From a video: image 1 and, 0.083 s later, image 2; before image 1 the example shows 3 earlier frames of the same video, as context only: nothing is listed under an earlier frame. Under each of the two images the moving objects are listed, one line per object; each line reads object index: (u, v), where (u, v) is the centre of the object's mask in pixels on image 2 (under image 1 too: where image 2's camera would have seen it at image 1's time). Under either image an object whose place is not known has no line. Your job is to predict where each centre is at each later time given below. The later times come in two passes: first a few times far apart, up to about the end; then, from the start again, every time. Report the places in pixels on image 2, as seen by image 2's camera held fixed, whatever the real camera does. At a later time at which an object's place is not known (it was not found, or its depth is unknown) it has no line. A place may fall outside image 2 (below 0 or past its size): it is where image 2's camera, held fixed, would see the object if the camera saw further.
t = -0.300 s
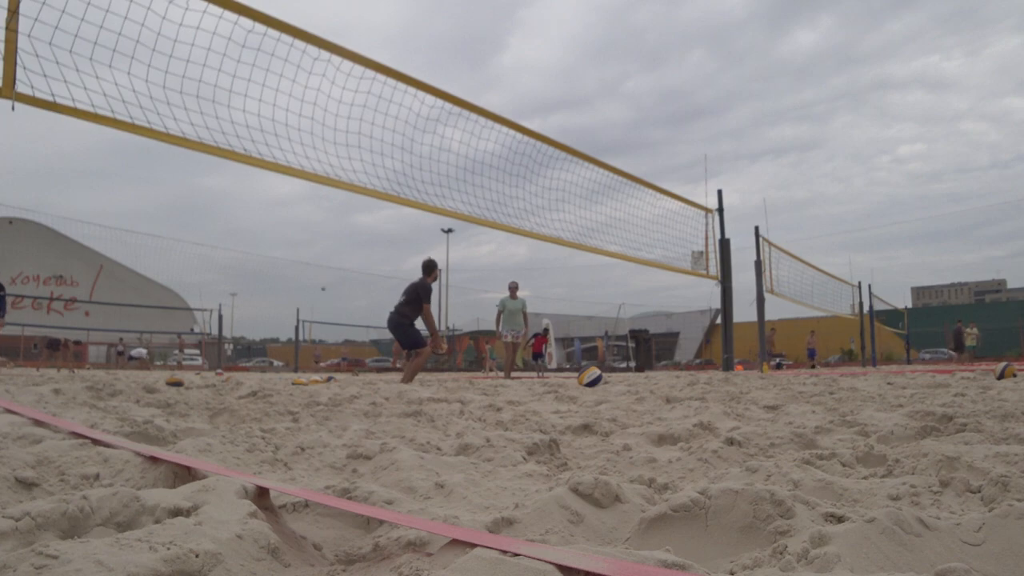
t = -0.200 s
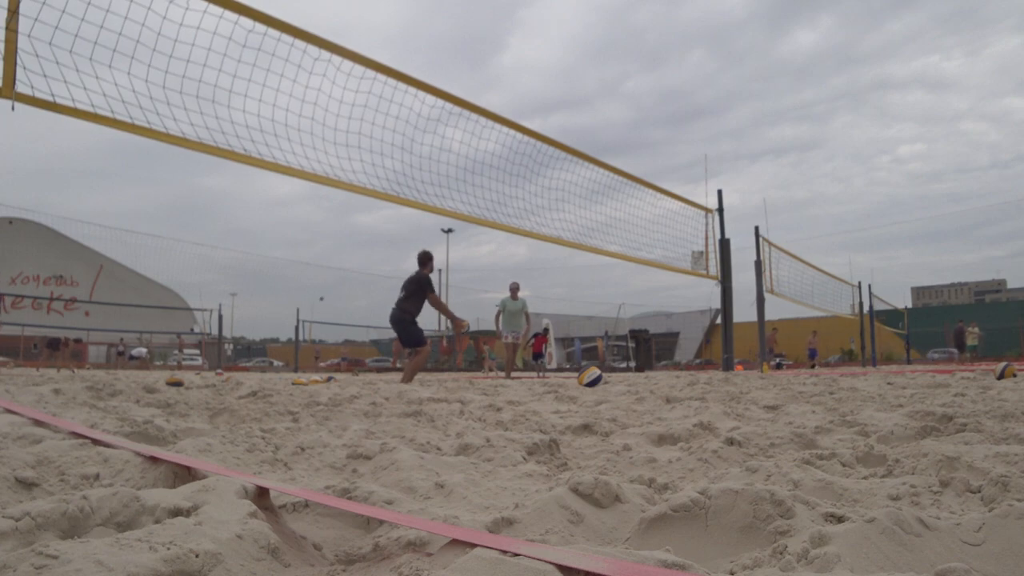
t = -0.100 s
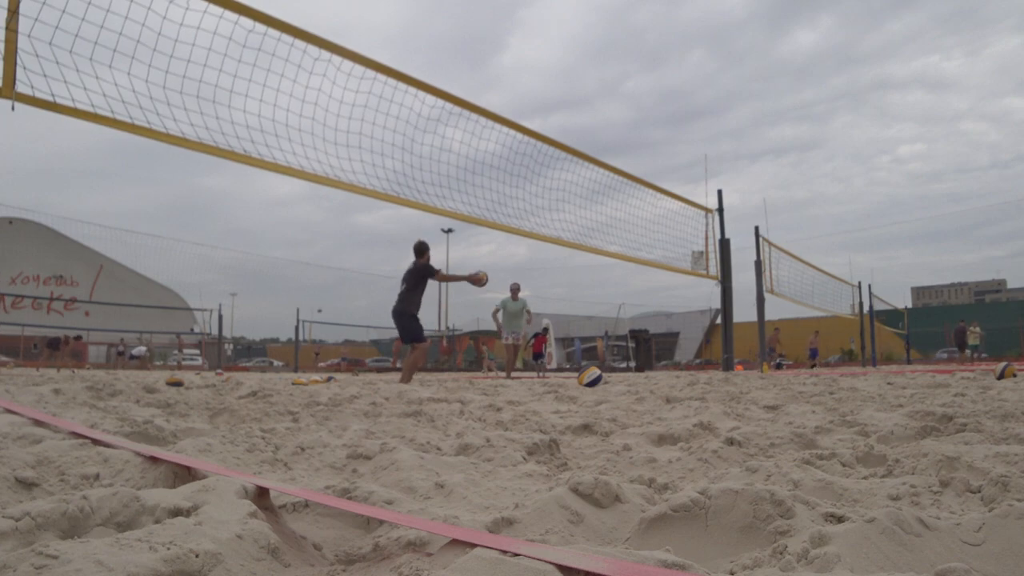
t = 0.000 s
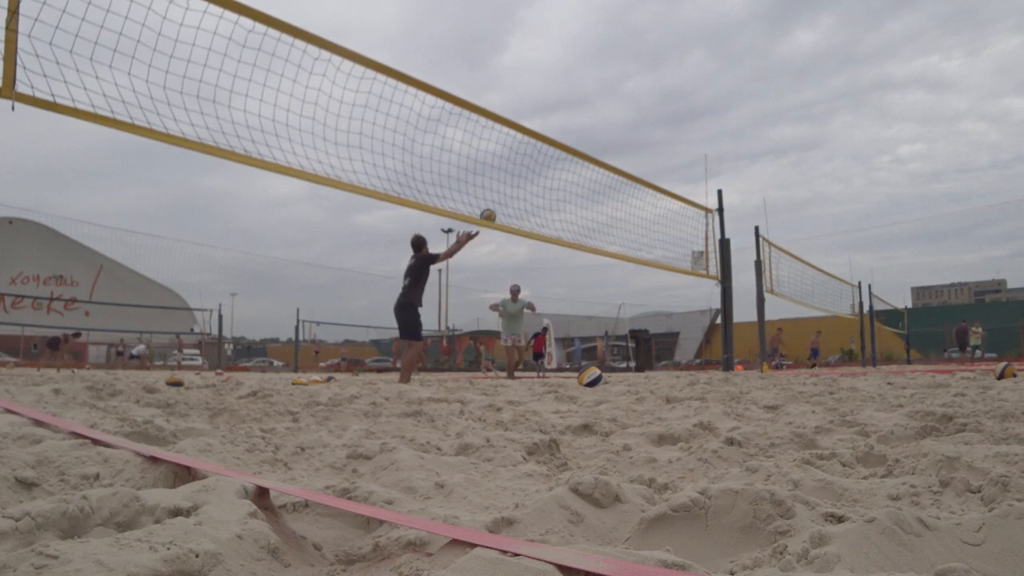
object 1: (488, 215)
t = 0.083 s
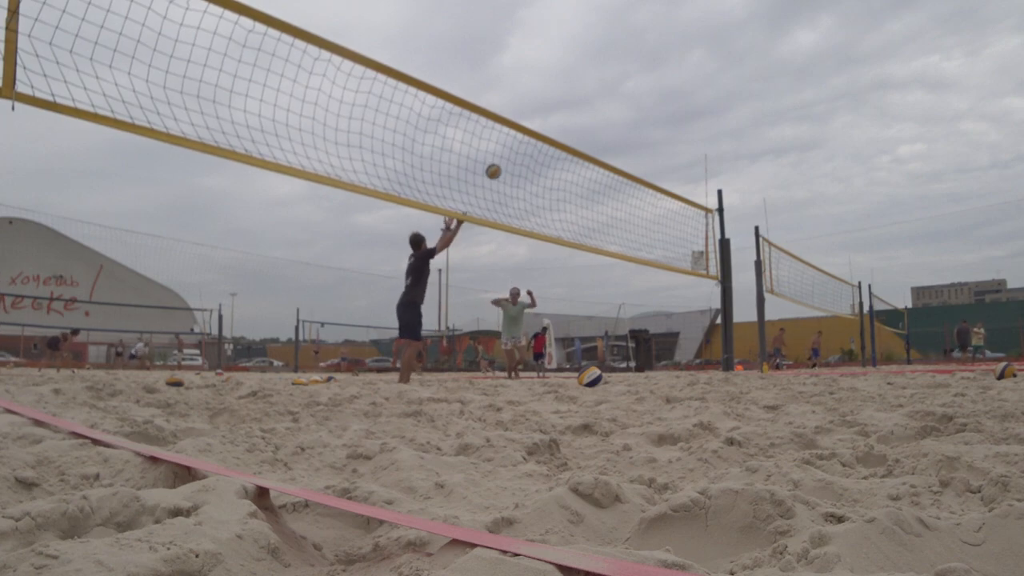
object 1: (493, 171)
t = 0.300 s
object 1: (503, 83)
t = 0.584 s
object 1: (509, 26)
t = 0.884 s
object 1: (510, 25)
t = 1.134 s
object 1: (509, 68)
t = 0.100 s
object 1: (494, 163)
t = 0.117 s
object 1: (495, 155)
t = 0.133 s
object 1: (496, 147)
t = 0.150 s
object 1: (497, 139)
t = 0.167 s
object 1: (498, 132)
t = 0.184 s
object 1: (497, 127)
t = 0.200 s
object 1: (499, 118)
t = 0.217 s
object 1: (500, 110)
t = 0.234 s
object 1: (501, 106)
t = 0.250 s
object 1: (501, 100)
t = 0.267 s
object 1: (502, 94)
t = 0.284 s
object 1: (502, 88)
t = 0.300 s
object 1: (503, 83)
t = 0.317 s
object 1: (503, 78)
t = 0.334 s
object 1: (504, 73)
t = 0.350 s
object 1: (504, 68)
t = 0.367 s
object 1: (505, 64)
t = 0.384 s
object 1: (505, 60)
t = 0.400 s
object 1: (506, 56)
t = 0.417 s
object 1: (506, 52)
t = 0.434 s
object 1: (506, 49)
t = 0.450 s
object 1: (507, 45)
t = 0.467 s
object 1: (507, 42)
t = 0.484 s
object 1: (507, 39)
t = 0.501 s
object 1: (508, 36)
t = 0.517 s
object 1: (508, 34)
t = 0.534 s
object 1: (508, 32)
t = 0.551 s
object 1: (508, 30)
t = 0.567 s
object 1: (509, 28)
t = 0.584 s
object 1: (509, 26)
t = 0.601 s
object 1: (509, 24)
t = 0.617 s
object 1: (509, 23)
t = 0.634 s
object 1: (509, 22)
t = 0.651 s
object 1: (509, 21)
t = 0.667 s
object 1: (509, 20)
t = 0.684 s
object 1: (509, 19)
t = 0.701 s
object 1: (510, 19)
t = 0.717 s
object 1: (509, 18)
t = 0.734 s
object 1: (510, 19)
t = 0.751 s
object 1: (510, 18)
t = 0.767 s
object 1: (510, 19)
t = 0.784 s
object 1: (510, 19)
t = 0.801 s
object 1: (510, 20)
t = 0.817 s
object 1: (510, 20)
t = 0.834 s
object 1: (510, 21)
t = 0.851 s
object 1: (510, 22)
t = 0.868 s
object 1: (510, 24)
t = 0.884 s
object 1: (510, 25)
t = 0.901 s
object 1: (510, 27)
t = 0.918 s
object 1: (510, 29)
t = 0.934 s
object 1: (510, 30)
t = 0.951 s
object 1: (510, 33)
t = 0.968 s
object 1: (510, 35)
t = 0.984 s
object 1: (510, 37)
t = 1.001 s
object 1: (510, 40)
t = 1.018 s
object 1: (510, 43)
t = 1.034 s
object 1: (510, 46)
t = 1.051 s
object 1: (509, 49)
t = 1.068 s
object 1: (509, 53)
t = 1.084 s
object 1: (509, 56)
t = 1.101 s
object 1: (509, 60)
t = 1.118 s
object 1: (509, 64)
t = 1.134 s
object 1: (509, 68)
